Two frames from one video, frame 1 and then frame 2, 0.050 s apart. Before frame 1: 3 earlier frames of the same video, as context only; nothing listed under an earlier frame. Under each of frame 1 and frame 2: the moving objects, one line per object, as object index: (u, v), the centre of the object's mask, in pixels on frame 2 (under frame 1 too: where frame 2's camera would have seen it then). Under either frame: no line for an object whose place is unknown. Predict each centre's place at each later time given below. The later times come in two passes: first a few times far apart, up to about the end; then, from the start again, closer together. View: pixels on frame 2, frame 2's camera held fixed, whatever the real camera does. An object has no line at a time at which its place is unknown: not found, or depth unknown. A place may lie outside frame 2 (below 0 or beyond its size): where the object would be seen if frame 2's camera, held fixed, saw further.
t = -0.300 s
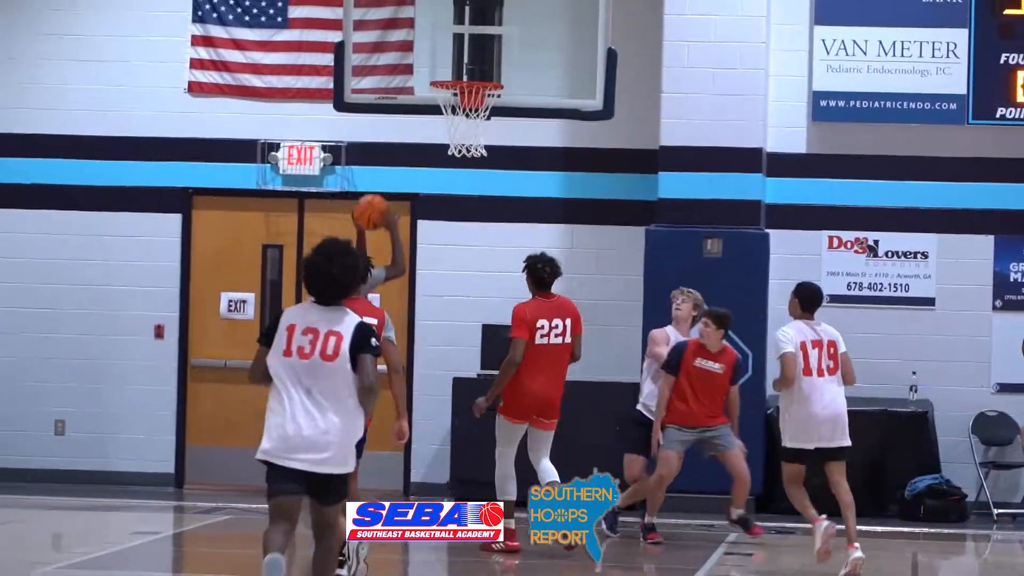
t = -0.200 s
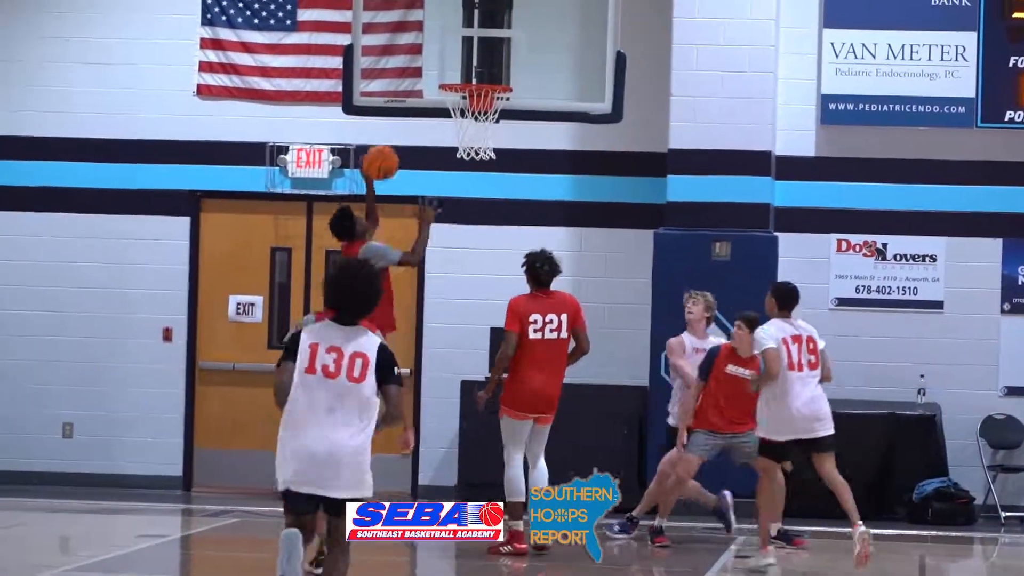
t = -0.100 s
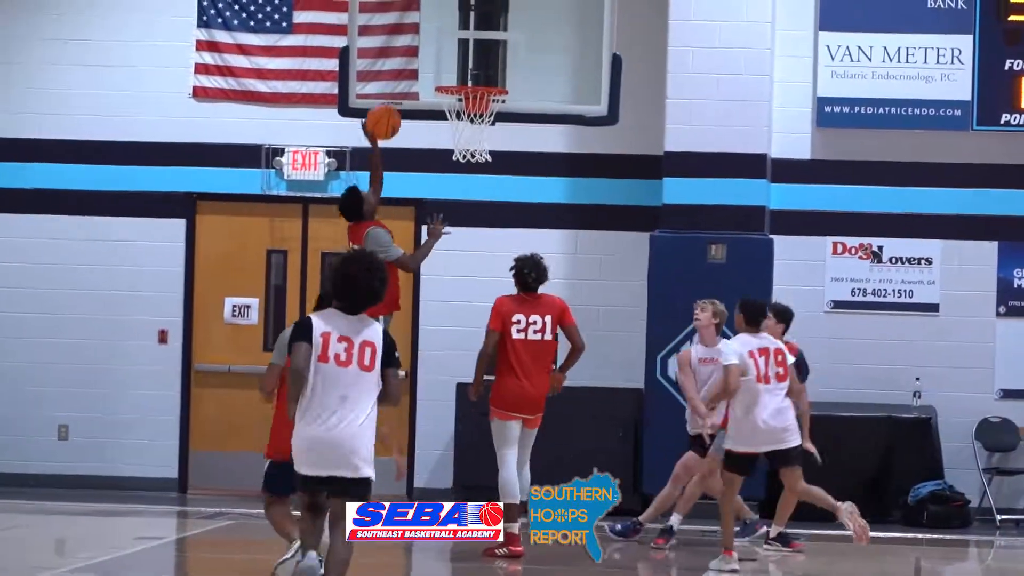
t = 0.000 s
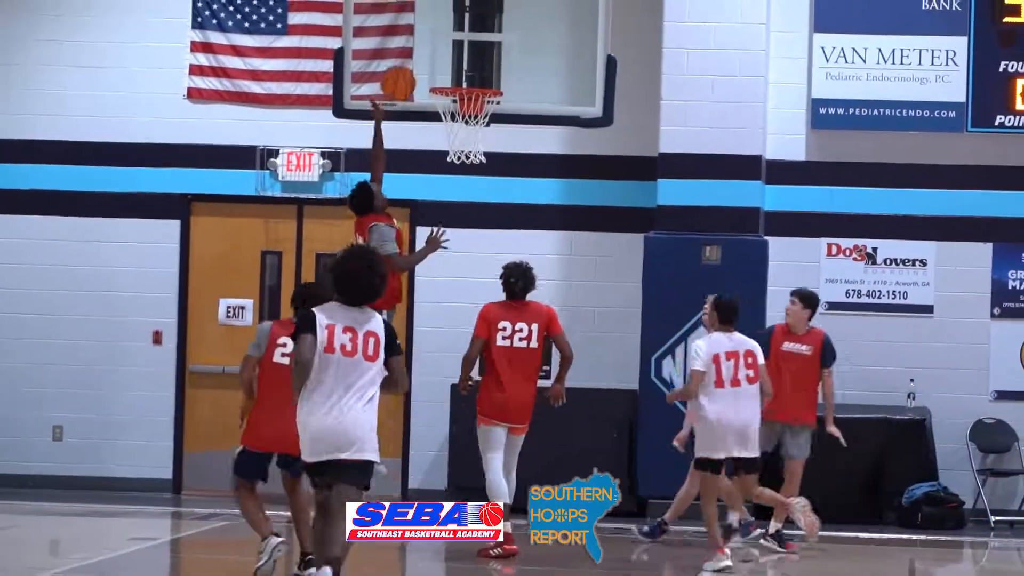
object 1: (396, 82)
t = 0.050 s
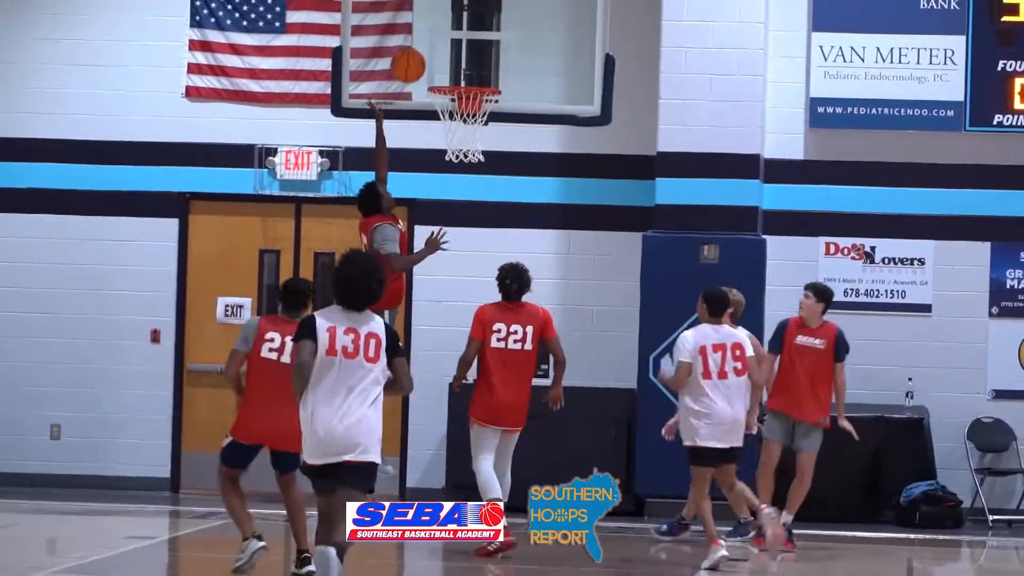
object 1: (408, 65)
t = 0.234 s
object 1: (442, 40)
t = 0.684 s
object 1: (468, 149)
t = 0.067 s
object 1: (412, 61)
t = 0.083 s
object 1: (416, 57)
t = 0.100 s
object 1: (420, 53)
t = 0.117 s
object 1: (424, 50)
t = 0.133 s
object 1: (427, 47)
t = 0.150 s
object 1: (431, 44)
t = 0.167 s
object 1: (434, 43)
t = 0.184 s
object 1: (437, 41)
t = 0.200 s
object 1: (438, 41)
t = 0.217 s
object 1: (440, 40)
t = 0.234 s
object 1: (442, 40)
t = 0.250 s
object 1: (444, 40)
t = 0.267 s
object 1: (445, 41)
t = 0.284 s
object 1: (446, 42)
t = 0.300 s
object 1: (449, 44)
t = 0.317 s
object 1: (450, 46)
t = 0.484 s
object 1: (465, 82)
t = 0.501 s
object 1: (468, 83)
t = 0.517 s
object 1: (469, 102)
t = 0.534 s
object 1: (469, 108)
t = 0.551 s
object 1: (469, 112)
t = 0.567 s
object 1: (470, 115)
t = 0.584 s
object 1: (470, 119)
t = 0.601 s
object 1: (471, 120)
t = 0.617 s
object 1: (470, 124)
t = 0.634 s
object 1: (468, 131)
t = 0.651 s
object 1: (468, 132)
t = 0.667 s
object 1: (468, 147)
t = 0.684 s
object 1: (468, 149)
